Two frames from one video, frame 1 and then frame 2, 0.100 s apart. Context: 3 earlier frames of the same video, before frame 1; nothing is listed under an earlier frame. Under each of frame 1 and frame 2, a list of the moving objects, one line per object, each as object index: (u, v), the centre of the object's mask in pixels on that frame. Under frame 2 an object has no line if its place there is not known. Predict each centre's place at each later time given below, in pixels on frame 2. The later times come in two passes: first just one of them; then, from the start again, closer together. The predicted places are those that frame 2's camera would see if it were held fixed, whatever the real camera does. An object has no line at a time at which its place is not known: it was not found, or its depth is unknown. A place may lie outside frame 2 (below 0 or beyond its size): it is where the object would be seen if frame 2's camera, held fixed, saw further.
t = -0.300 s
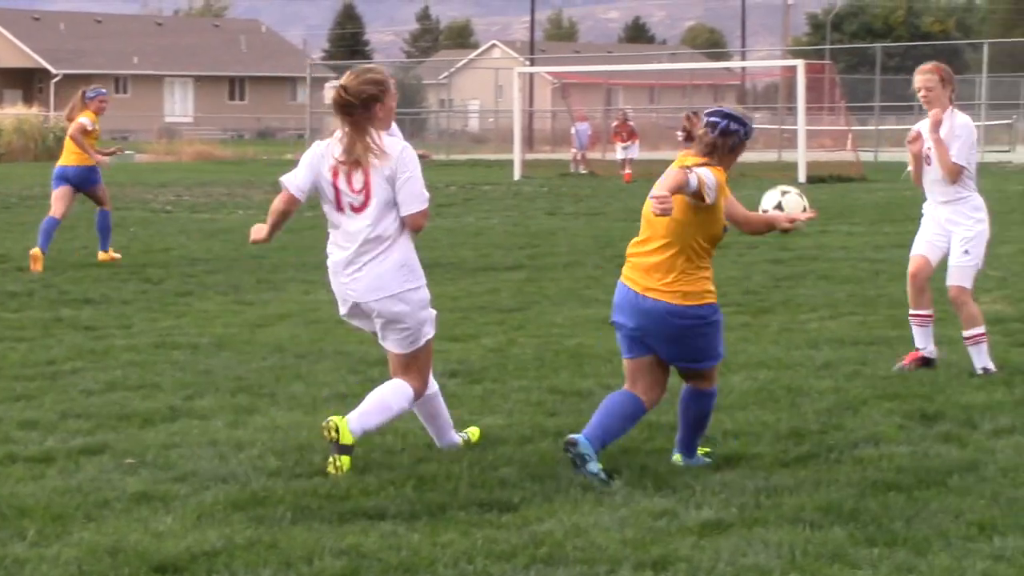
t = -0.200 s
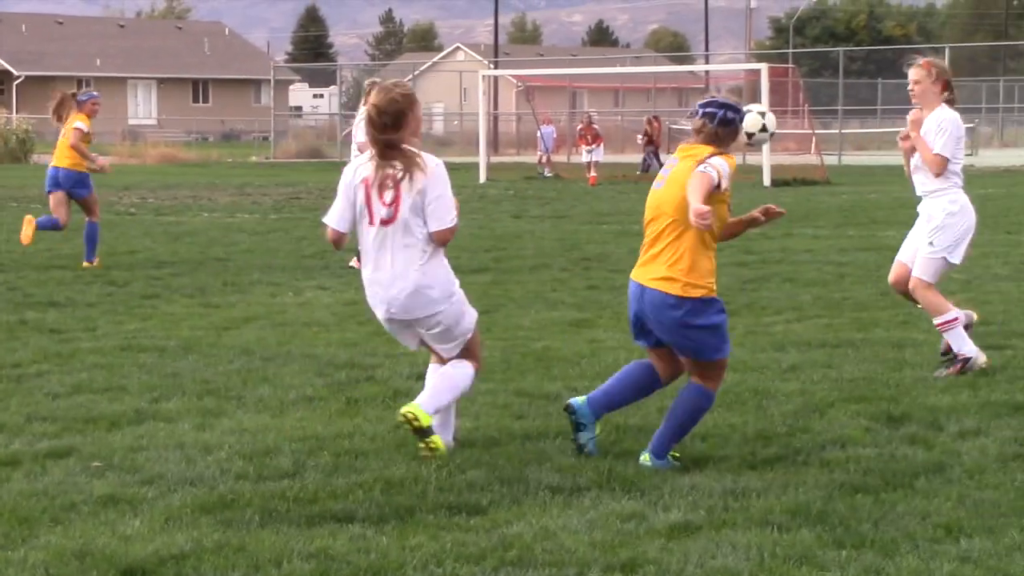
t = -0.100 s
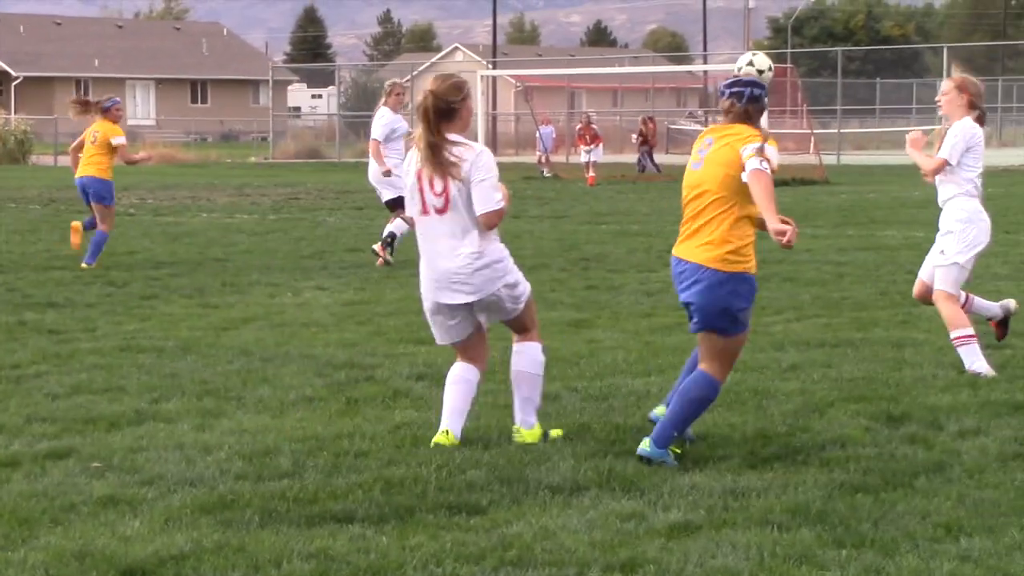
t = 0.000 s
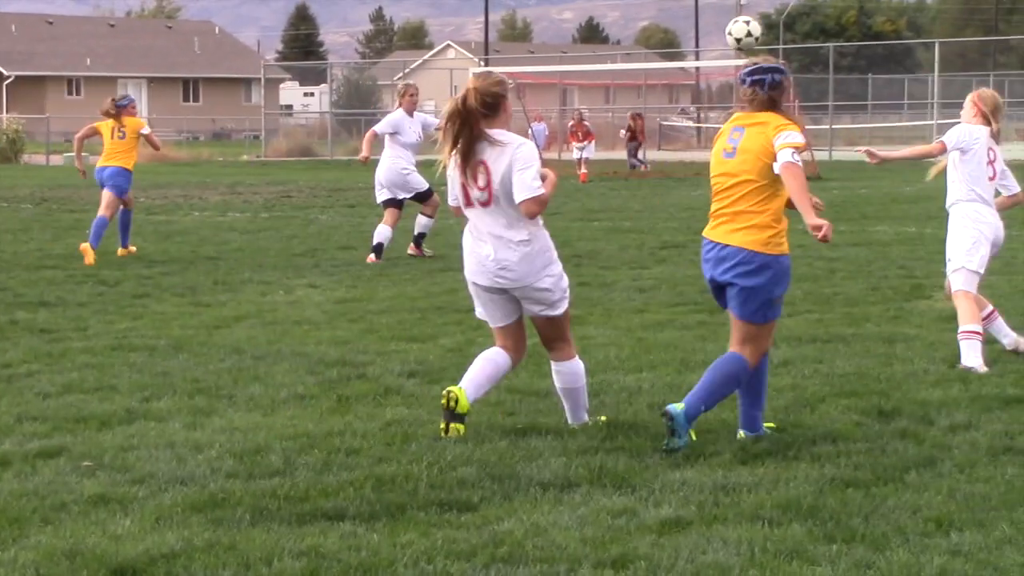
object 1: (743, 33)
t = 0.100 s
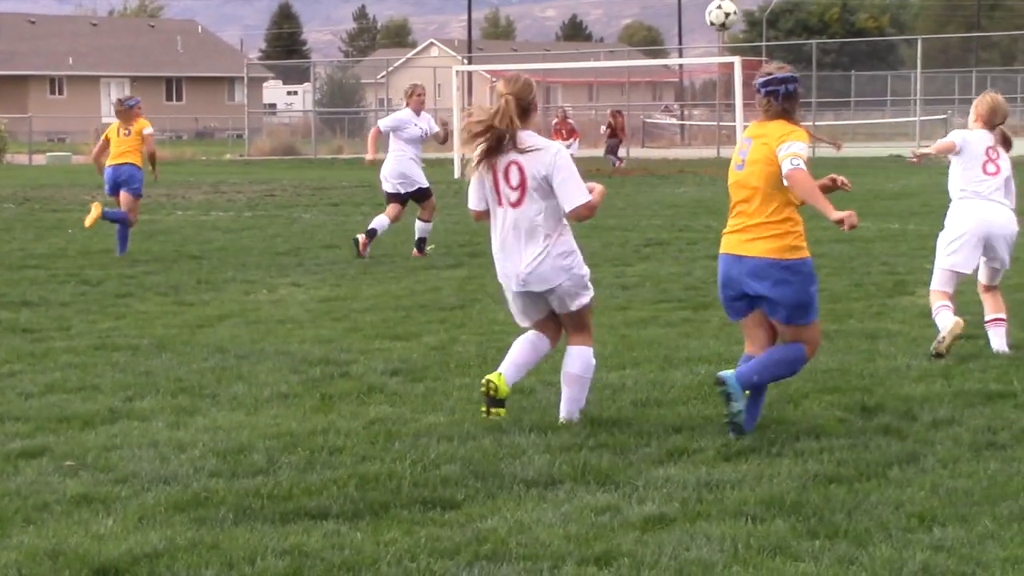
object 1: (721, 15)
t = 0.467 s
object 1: (690, 50)
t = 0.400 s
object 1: (697, 35)
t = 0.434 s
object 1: (693, 42)
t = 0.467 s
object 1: (690, 50)
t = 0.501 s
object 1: (687, 58)
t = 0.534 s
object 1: (681, 67)
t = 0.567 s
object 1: (678, 75)
